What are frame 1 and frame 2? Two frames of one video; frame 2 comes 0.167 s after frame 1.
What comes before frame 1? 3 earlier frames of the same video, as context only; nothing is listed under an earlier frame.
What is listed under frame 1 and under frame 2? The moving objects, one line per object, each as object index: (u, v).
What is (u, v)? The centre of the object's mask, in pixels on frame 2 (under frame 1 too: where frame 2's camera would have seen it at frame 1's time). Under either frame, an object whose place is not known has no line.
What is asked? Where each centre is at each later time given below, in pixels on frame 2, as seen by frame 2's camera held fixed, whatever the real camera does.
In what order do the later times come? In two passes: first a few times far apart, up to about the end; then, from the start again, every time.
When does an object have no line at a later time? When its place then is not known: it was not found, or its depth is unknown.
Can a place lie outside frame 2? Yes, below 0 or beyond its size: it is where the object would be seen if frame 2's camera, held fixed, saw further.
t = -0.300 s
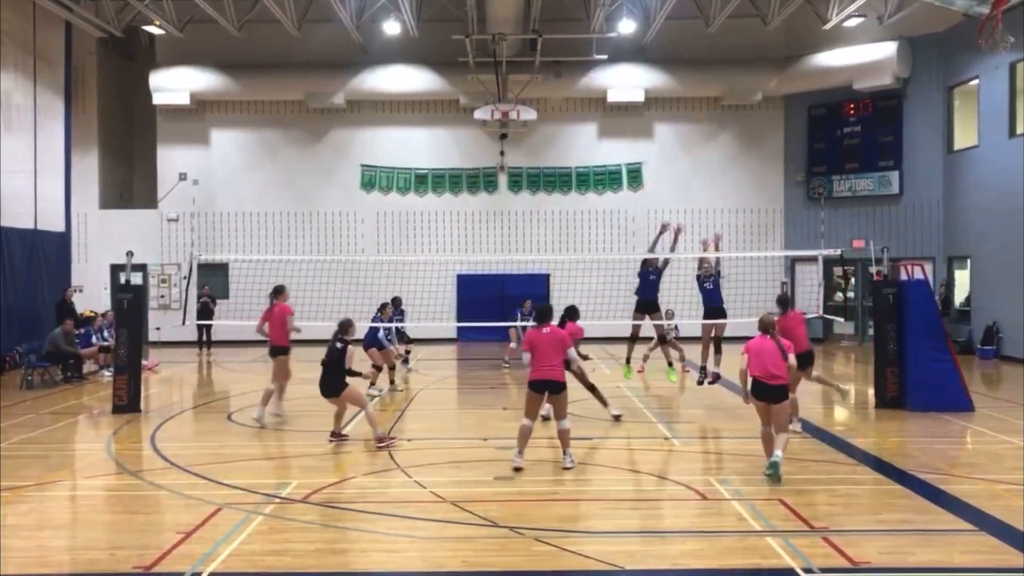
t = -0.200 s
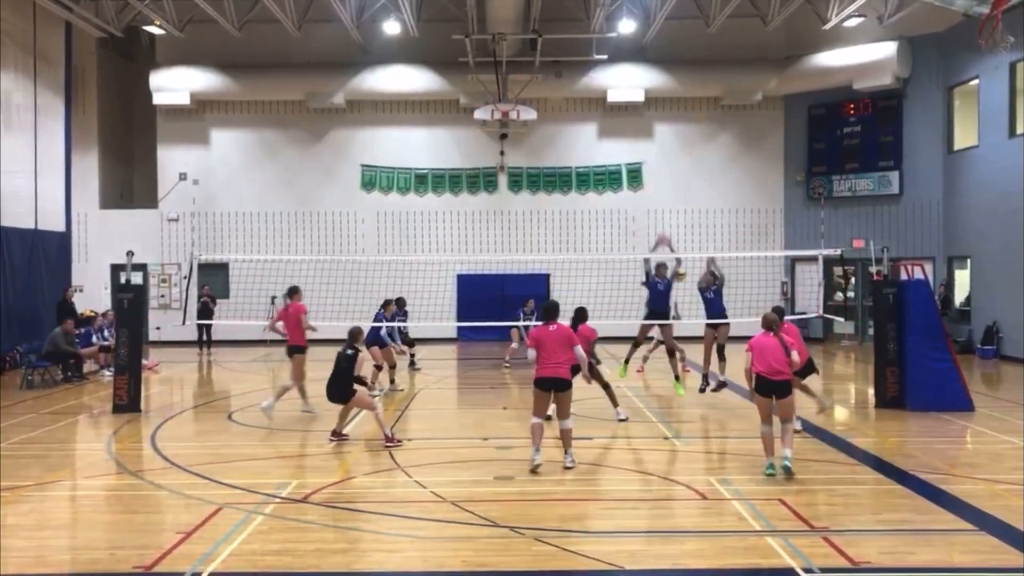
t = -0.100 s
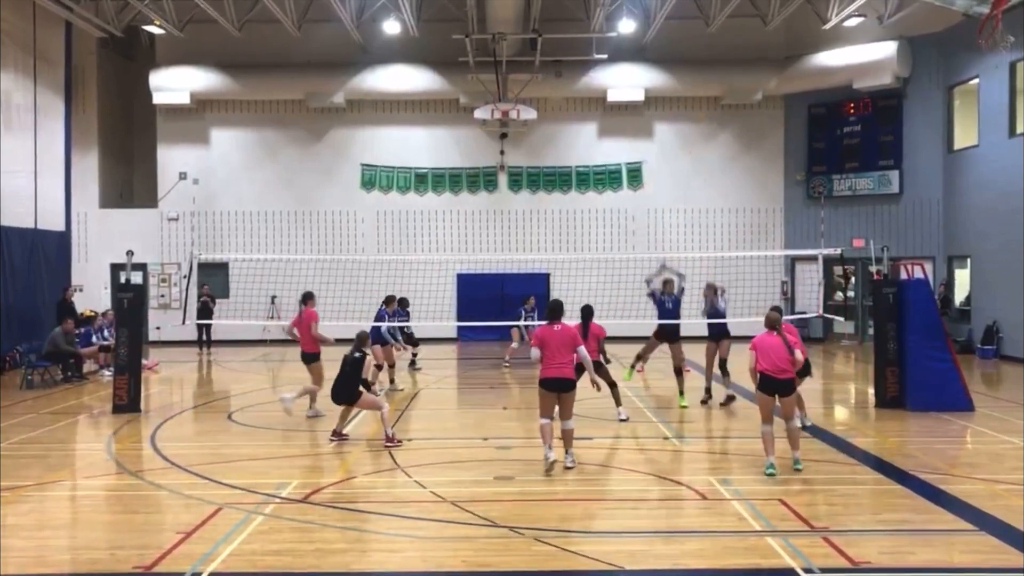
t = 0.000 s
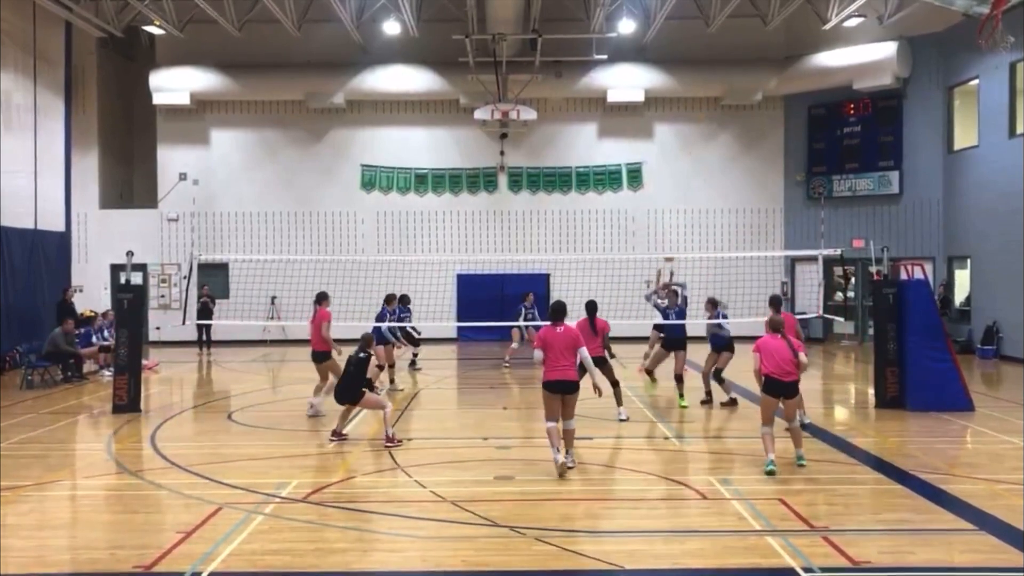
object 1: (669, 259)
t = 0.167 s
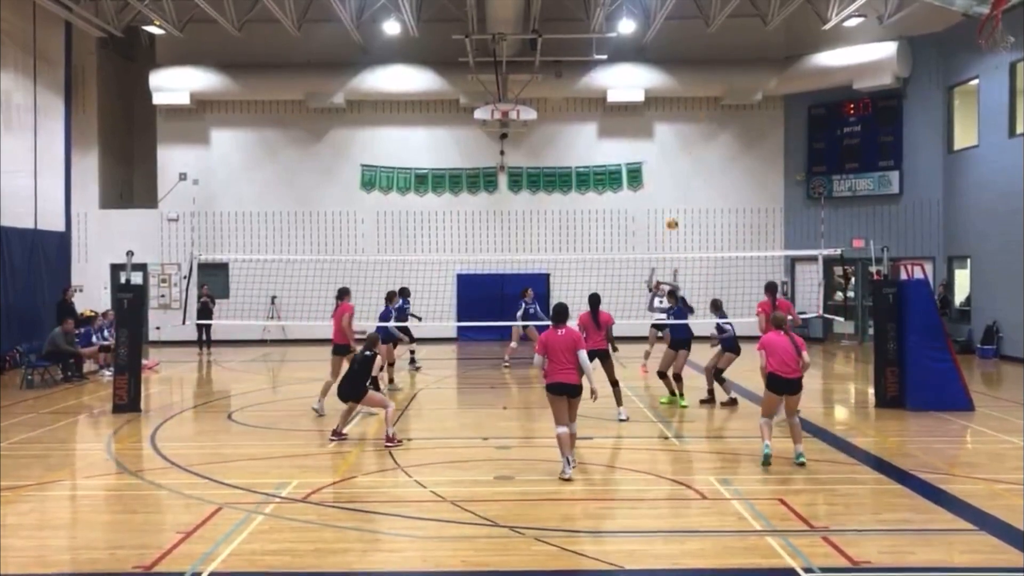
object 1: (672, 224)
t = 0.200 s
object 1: (672, 219)
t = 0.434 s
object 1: (676, 200)
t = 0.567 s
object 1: (678, 201)
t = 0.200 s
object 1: (672, 219)
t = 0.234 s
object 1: (673, 214)
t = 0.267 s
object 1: (673, 210)
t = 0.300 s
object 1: (674, 207)
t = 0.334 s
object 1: (675, 204)
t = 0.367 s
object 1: (675, 202)
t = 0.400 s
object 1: (676, 201)
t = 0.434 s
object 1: (676, 200)
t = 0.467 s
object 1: (677, 199)
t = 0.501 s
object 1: (677, 199)
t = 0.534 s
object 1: (678, 200)
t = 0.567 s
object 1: (678, 201)
